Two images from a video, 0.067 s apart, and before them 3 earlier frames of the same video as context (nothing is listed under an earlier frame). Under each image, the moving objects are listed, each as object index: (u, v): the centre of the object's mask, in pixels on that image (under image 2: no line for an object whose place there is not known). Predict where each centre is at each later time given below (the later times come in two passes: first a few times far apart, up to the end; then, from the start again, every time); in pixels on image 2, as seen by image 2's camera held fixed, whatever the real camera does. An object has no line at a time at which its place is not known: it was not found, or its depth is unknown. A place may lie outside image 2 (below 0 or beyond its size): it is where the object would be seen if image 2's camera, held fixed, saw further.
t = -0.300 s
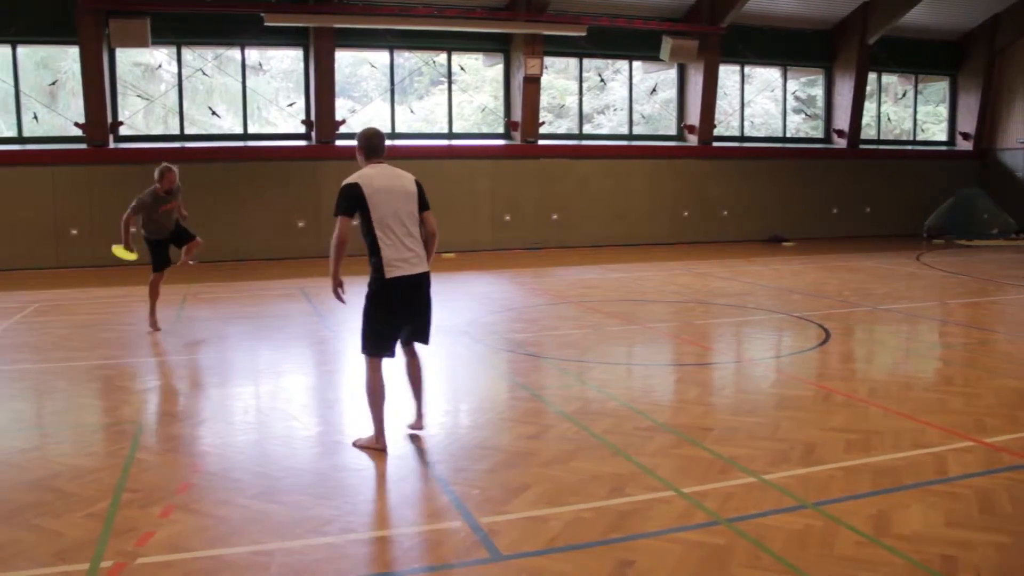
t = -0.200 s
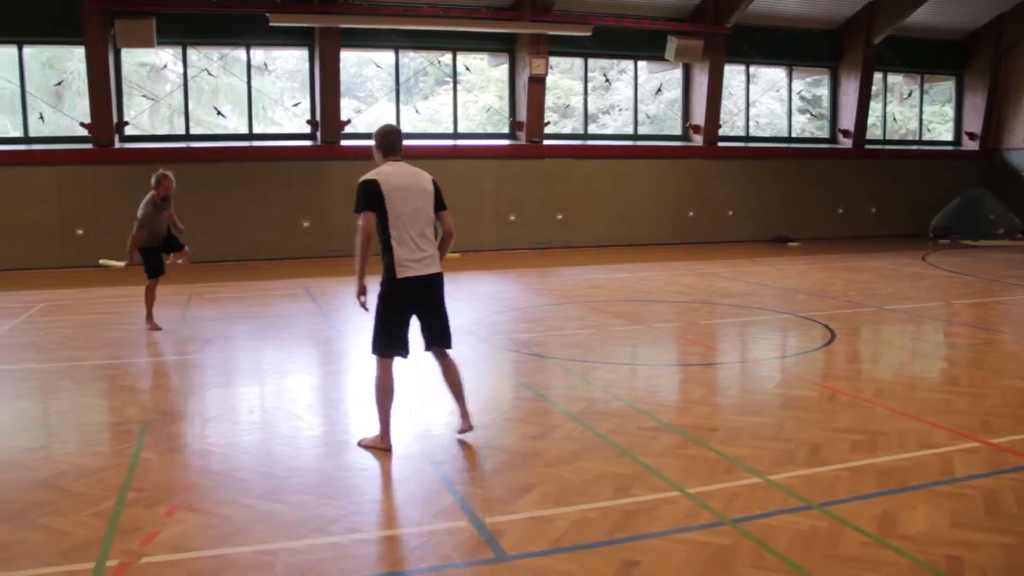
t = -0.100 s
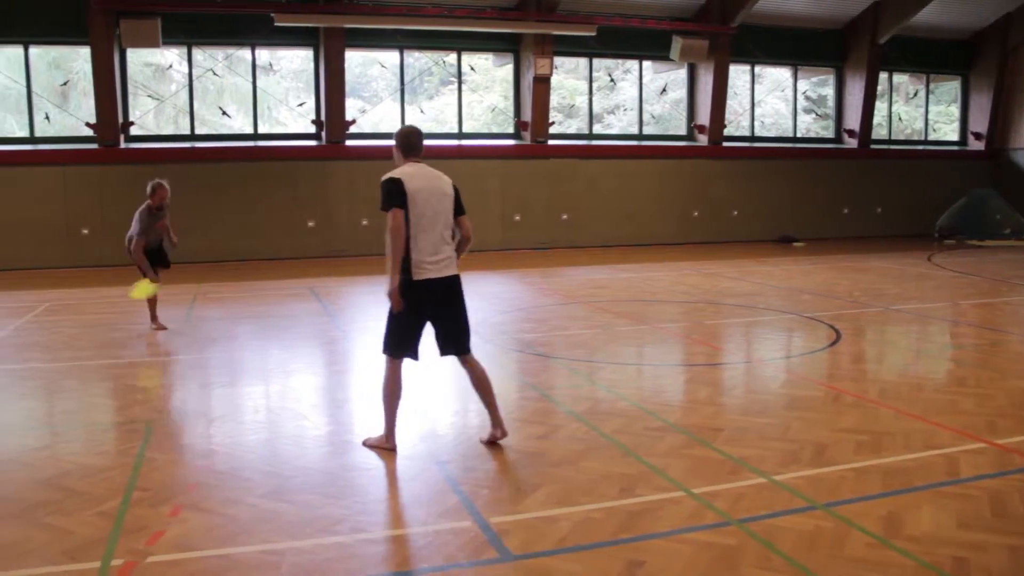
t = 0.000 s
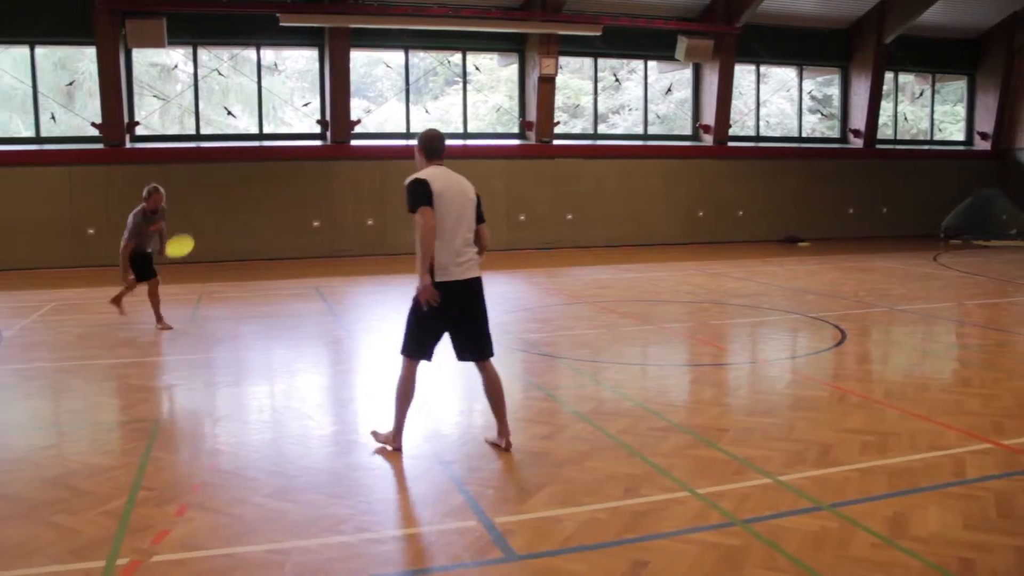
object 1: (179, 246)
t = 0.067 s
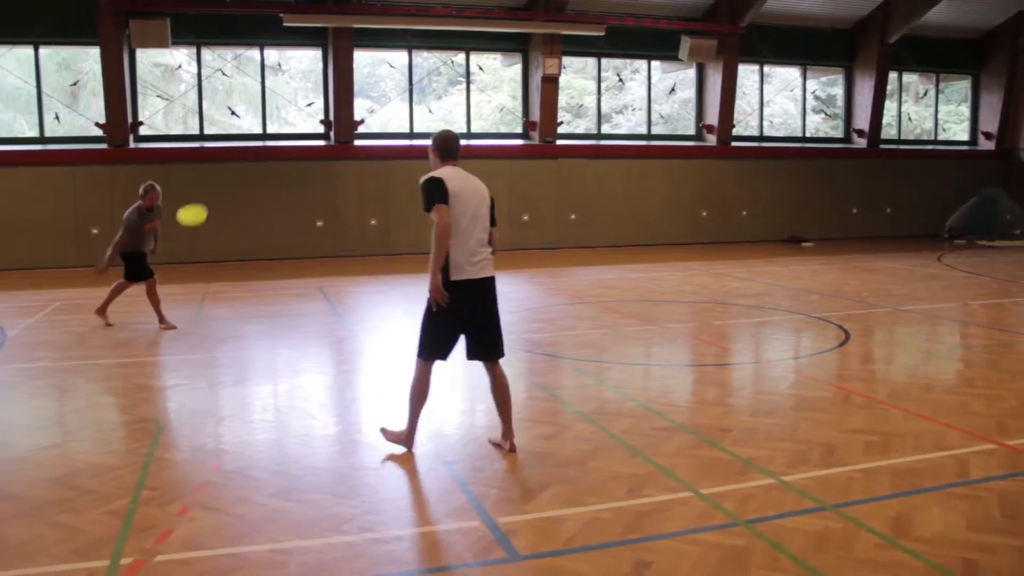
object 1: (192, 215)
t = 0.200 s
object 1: (213, 158)
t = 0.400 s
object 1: (251, 88)
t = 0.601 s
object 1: (295, 42)
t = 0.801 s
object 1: (344, 33)
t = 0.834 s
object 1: (353, 35)
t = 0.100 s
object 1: (197, 199)
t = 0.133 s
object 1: (202, 184)
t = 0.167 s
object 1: (208, 170)
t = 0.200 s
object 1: (213, 158)
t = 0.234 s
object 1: (219, 145)
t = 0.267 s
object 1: (224, 132)
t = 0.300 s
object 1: (231, 119)
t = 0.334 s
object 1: (238, 107)
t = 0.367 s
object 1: (244, 98)
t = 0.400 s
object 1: (251, 88)
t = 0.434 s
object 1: (258, 77)
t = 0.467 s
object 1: (265, 70)
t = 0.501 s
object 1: (272, 62)
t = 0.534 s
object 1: (279, 54)
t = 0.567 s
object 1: (287, 47)
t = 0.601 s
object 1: (295, 42)
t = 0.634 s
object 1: (302, 39)
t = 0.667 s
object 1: (310, 35)
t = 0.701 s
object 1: (319, 33)
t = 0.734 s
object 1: (327, 32)
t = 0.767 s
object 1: (335, 32)
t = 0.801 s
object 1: (344, 33)
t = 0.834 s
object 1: (353, 35)
